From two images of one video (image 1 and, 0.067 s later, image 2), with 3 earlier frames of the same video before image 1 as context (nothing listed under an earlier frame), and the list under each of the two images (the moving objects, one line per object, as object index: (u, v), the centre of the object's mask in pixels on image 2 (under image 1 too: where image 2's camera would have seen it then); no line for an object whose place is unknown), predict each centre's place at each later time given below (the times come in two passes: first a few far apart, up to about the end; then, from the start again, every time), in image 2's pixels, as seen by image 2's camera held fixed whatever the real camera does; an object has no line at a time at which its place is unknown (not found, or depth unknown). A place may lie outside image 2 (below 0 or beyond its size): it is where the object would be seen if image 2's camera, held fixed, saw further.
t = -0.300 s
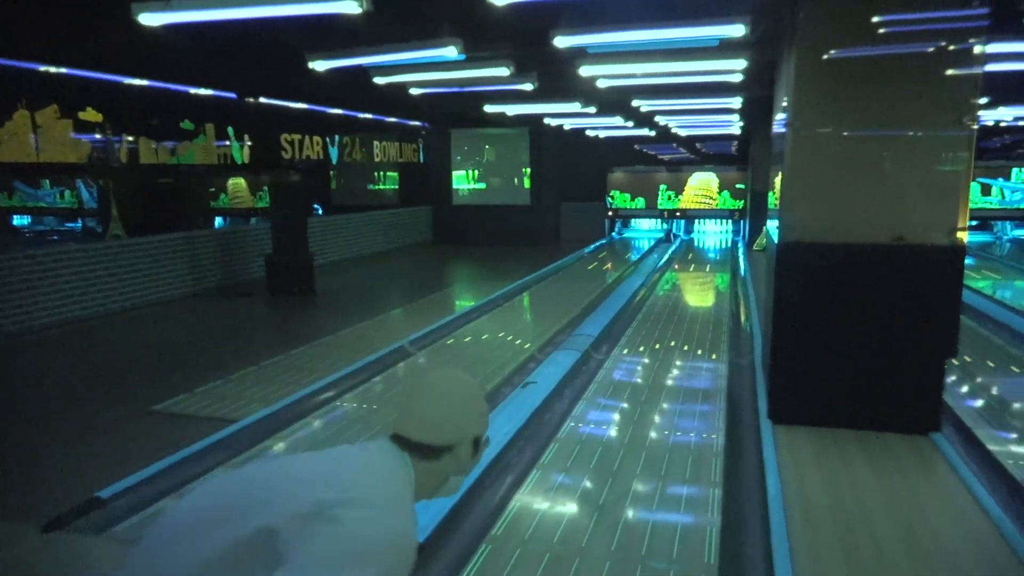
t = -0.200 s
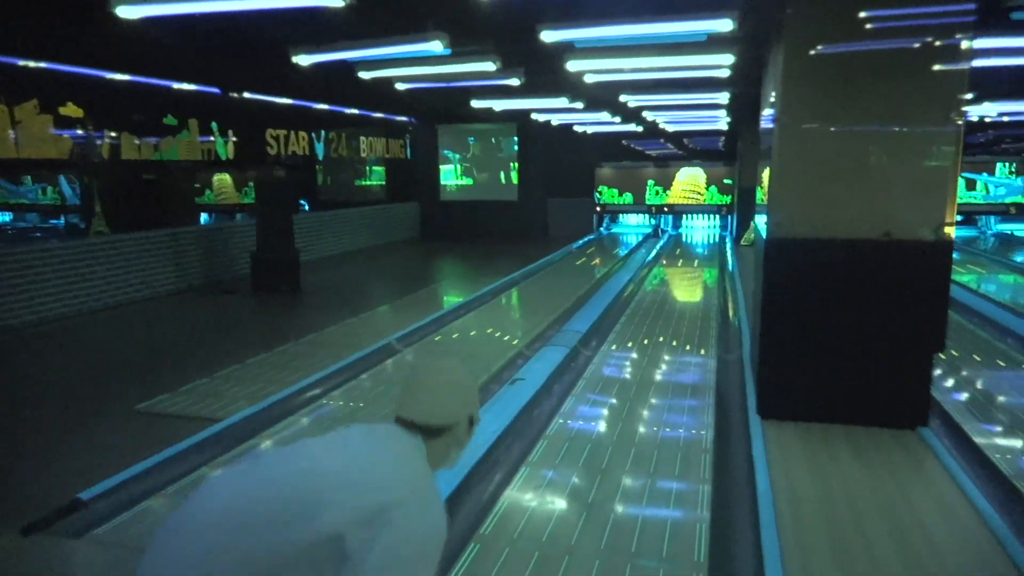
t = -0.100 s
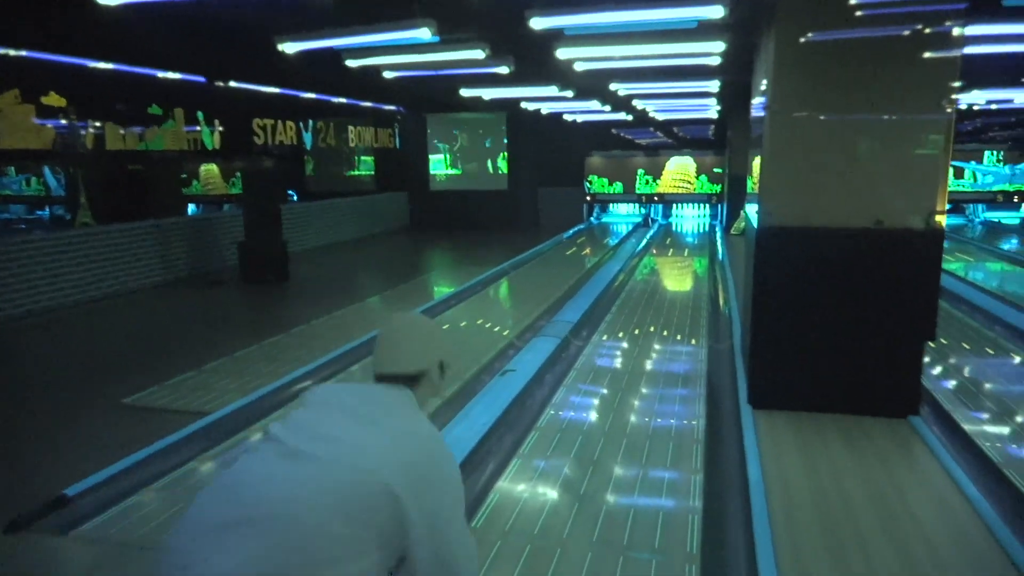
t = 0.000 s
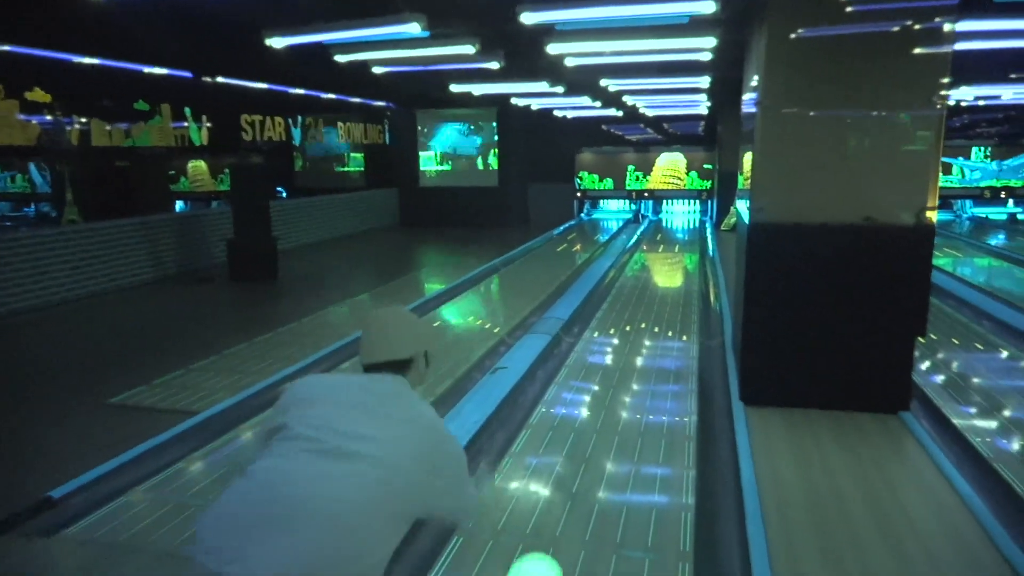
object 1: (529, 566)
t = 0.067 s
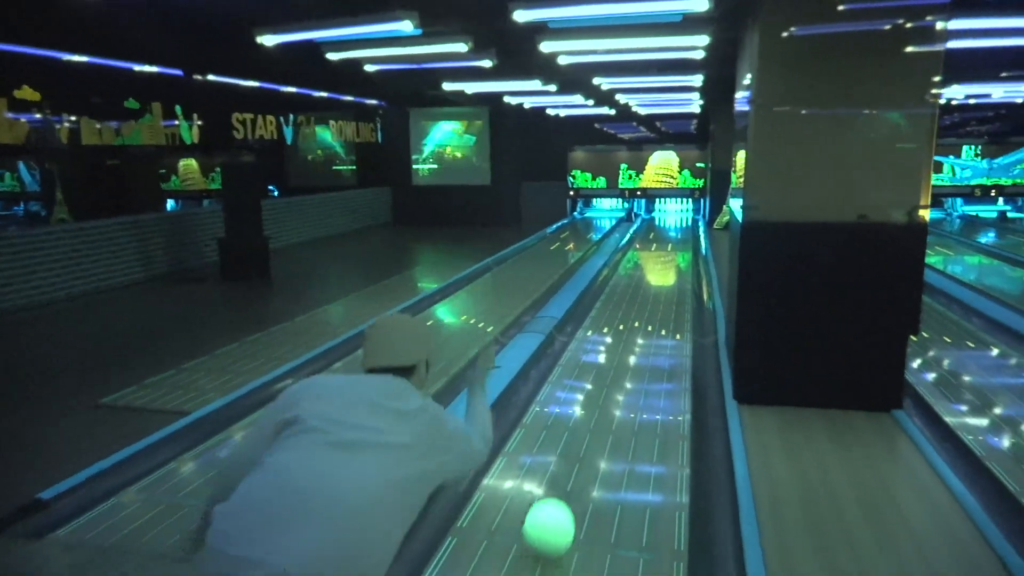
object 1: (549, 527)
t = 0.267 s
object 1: (587, 414)
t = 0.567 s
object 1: (614, 332)
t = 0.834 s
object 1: (627, 293)
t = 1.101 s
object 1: (635, 269)
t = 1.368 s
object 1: (640, 252)
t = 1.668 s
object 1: (644, 238)
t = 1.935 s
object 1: (647, 229)
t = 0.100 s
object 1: (558, 502)
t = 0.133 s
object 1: (566, 480)
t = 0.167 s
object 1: (572, 461)
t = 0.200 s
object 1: (578, 444)
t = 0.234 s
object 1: (583, 428)
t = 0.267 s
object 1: (587, 414)
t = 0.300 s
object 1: (591, 401)
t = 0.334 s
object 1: (595, 390)
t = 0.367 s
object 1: (598, 379)
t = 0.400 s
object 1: (602, 369)
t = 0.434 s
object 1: (604, 361)
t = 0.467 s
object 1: (607, 352)
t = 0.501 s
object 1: (609, 344)
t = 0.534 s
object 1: (612, 338)
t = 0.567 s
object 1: (614, 332)
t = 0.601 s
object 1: (616, 326)
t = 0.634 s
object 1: (618, 320)
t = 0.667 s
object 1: (619, 315)
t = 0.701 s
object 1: (621, 310)
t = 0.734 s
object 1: (622, 306)
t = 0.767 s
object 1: (624, 302)
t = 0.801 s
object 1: (625, 298)
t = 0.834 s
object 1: (627, 293)
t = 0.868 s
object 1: (628, 290)
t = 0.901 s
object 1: (629, 286)
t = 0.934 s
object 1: (630, 283)
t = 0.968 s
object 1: (631, 280)
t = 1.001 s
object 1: (632, 277)
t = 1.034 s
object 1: (633, 274)
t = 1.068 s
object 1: (634, 271)
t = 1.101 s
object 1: (635, 269)
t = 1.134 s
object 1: (636, 266)
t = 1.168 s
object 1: (636, 264)
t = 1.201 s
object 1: (637, 262)
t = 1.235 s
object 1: (638, 259)
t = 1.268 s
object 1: (638, 257)
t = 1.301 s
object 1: (639, 255)
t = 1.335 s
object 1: (640, 254)
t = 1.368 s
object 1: (640, 252)
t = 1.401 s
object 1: (641, 250)
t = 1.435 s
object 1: (641, 248)
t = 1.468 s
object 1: (642, 246)
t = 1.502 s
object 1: (642, 245)
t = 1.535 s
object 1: (643, 243)
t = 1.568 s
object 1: (643, 242)
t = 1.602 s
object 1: (643, 241)
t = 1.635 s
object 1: (644, 239)
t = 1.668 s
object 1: (644, 238)
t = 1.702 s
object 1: (645, 237)
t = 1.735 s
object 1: (645, 235)
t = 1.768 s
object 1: (646, 234)
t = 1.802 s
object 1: (646, 233)
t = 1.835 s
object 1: (647, 232)
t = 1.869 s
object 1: (647, 231)
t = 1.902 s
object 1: (647, 230)
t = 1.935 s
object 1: (647, 229)
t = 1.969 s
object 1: (647, 229)
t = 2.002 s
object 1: (646, 229)
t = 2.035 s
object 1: (646, 231)
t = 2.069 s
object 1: (646, 231)
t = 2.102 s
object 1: (647, 232)
